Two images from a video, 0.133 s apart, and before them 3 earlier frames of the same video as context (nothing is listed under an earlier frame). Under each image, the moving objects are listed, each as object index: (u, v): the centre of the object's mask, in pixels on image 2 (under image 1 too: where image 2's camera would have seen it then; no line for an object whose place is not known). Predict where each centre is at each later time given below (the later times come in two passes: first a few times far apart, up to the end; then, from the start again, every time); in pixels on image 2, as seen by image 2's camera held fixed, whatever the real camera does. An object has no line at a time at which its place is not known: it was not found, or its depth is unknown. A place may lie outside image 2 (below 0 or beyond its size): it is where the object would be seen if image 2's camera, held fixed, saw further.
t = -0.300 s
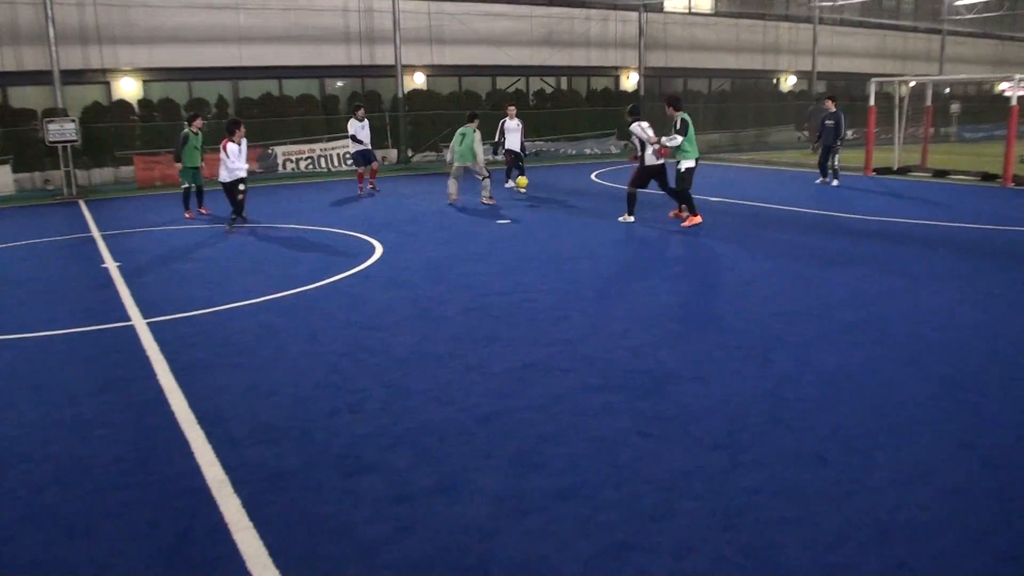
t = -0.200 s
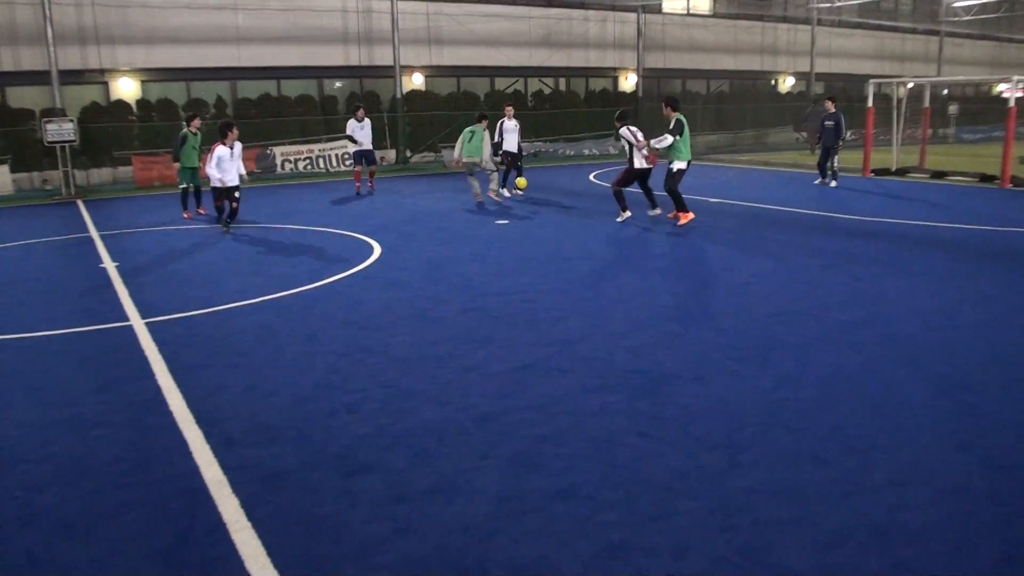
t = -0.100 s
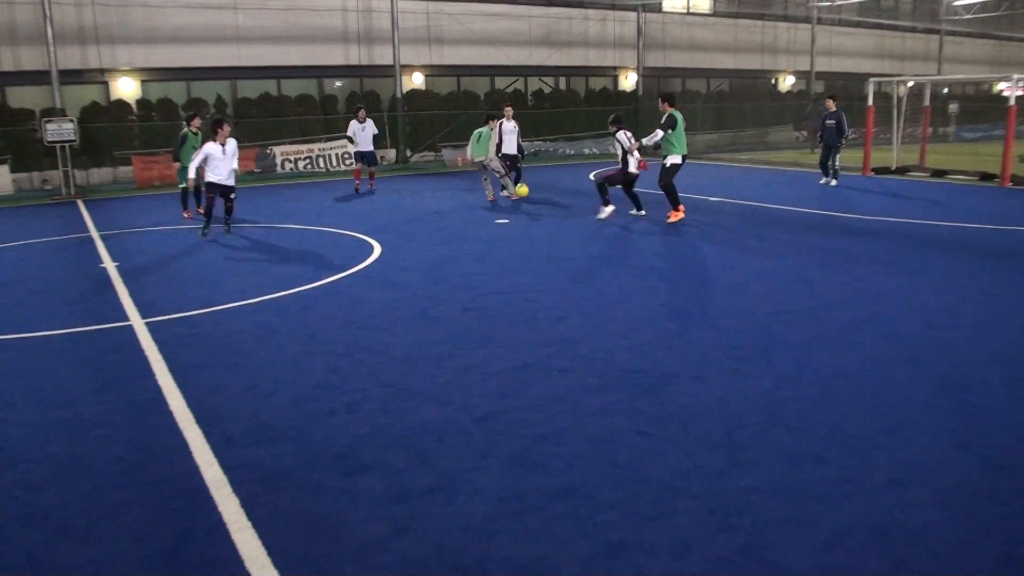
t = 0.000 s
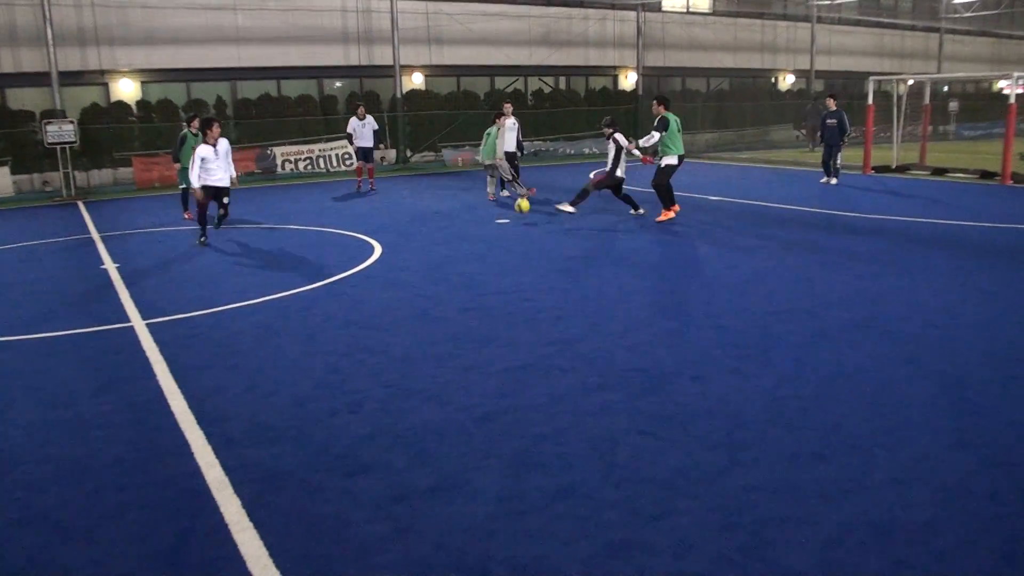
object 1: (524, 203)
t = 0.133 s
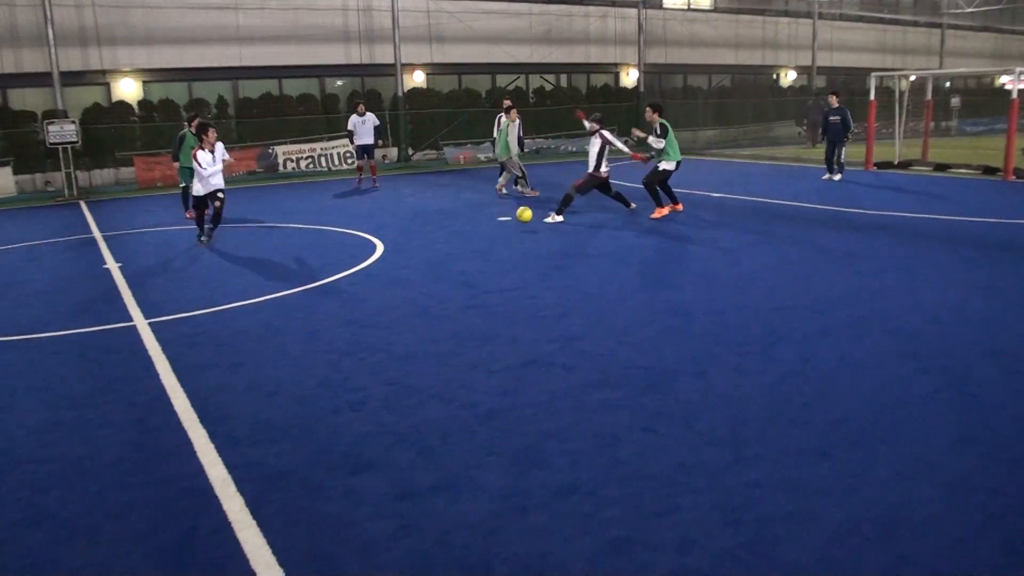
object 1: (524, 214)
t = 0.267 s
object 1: (524, 224)
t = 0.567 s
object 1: (521, 255)
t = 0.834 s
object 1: (516, 290)
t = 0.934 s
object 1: (513, 303)
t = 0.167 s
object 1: (524, 215)
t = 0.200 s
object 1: (524, 217)
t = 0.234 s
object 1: (524, 221)
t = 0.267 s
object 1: (524, 224)
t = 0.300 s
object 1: (524, 229)
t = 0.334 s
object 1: (524, 235)
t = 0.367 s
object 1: (523, 236)
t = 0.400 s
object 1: (523, 238)
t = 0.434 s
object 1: (522, 241)
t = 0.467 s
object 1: (522, 245)
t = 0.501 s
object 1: (521, 250)
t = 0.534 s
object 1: (521, 251)
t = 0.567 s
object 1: (521, 255)
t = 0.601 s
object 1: (520, 260)
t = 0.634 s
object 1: (520, 265)
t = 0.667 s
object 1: (519, 268)
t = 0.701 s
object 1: (518, 272)
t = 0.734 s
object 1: (517, 276)
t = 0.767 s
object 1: (517, 281)
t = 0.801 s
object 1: (516, 285)
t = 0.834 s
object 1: (516, 290)
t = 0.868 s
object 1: (515, 294)
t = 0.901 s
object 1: (514, 299)
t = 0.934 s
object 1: (513, 303)
